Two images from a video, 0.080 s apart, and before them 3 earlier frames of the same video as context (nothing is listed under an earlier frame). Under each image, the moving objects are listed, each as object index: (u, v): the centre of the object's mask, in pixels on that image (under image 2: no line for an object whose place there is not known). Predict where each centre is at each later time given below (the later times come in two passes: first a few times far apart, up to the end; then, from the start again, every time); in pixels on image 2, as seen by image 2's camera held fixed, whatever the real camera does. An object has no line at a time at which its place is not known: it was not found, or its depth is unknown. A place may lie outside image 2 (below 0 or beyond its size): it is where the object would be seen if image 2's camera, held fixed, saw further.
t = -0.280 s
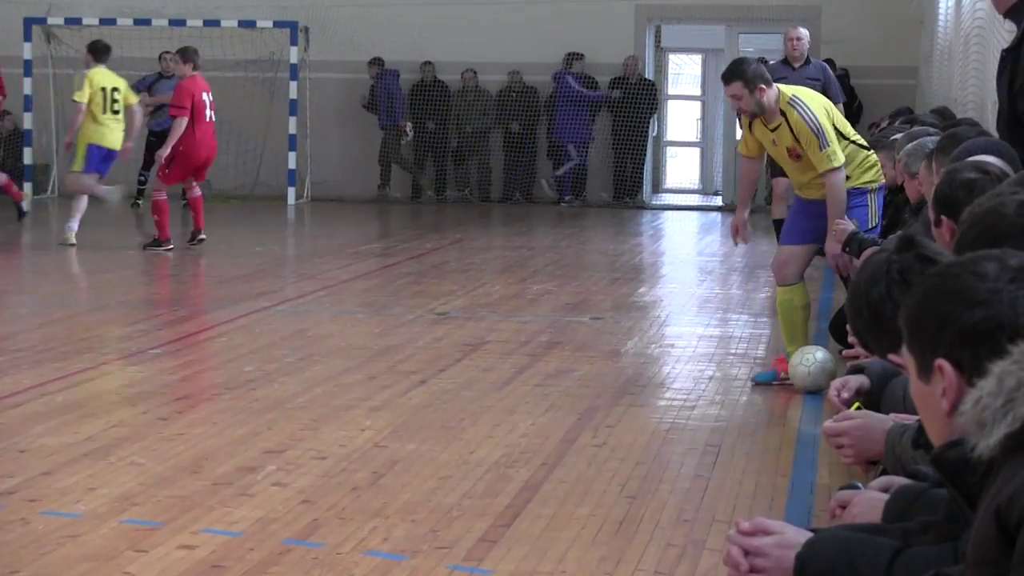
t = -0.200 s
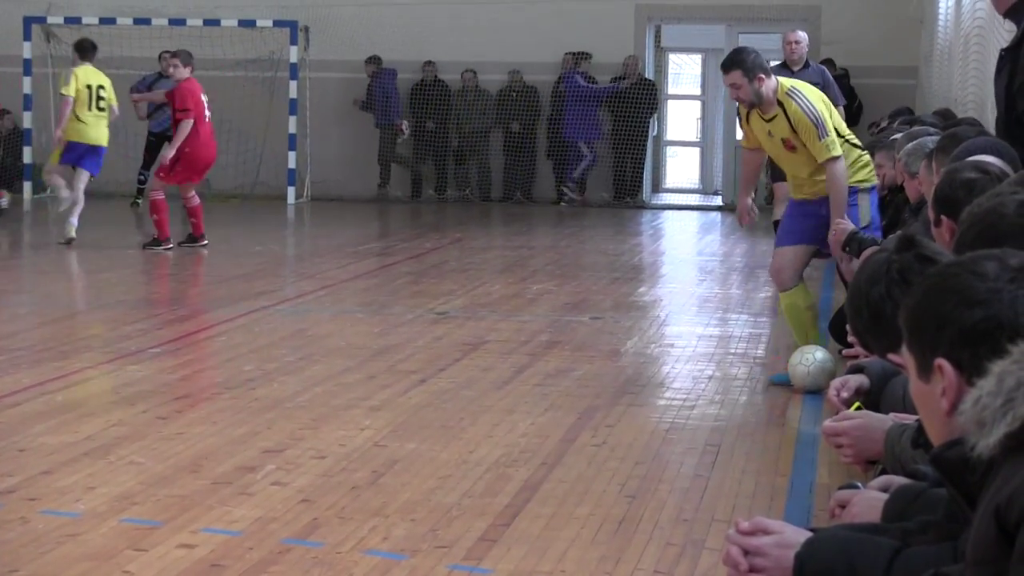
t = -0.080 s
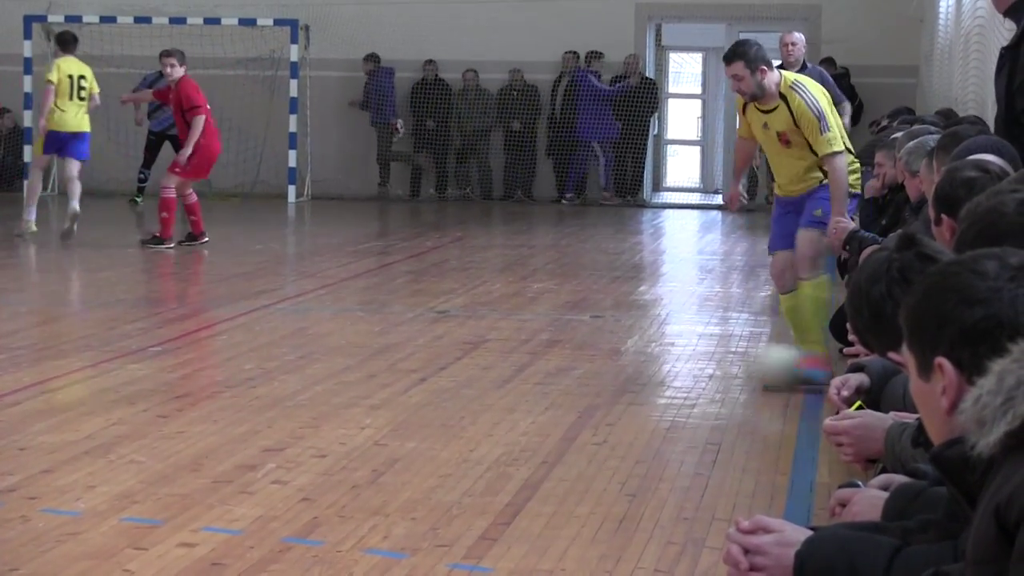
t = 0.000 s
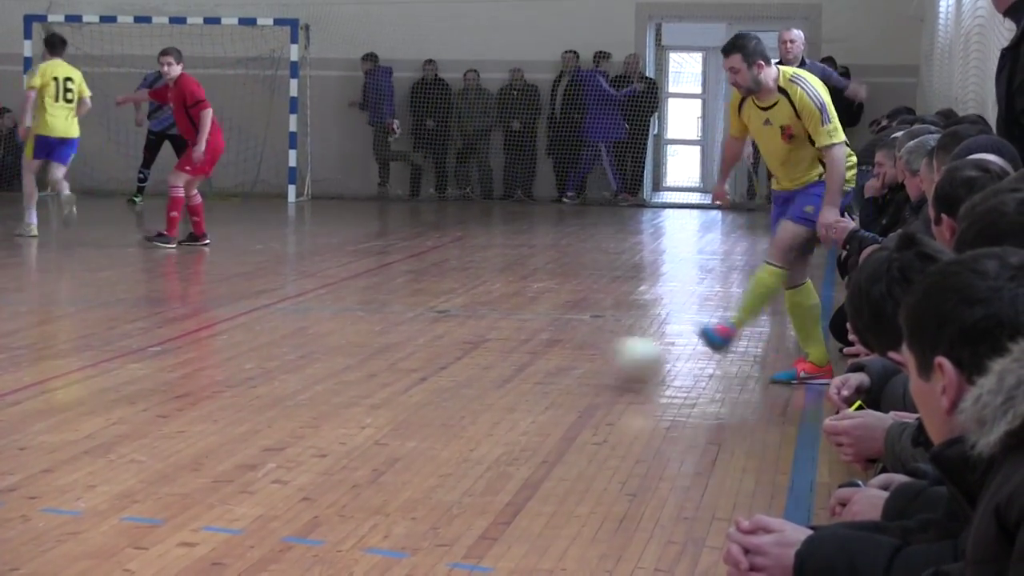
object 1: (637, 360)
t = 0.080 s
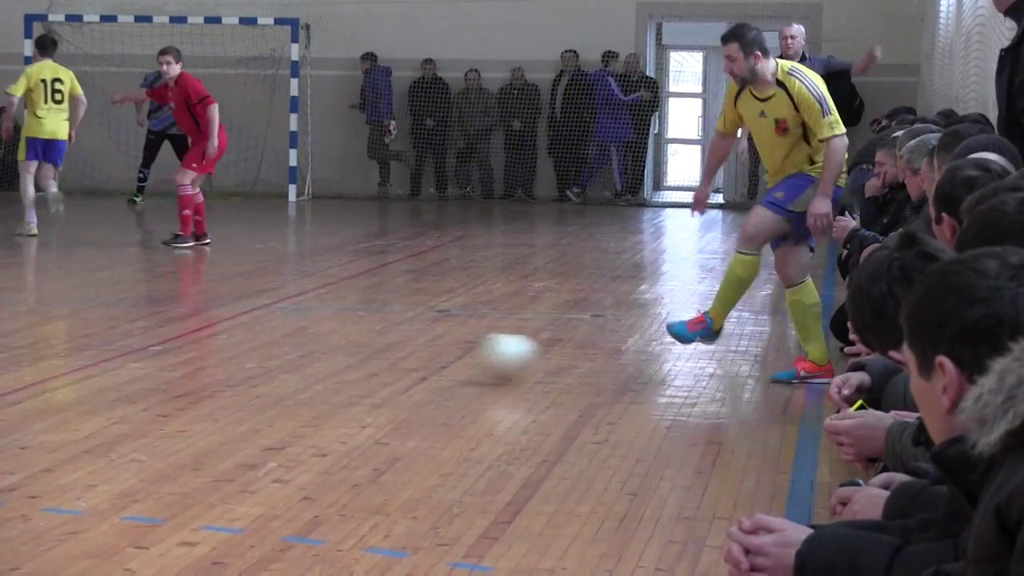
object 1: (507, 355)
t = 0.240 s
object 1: (268, 355)
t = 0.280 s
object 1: (213, 352)
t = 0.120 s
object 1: (446, 356)
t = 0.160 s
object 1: (383, 357)
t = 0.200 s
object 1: (325, 356)
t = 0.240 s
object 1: (268, 355)
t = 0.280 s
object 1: (213, 352)
